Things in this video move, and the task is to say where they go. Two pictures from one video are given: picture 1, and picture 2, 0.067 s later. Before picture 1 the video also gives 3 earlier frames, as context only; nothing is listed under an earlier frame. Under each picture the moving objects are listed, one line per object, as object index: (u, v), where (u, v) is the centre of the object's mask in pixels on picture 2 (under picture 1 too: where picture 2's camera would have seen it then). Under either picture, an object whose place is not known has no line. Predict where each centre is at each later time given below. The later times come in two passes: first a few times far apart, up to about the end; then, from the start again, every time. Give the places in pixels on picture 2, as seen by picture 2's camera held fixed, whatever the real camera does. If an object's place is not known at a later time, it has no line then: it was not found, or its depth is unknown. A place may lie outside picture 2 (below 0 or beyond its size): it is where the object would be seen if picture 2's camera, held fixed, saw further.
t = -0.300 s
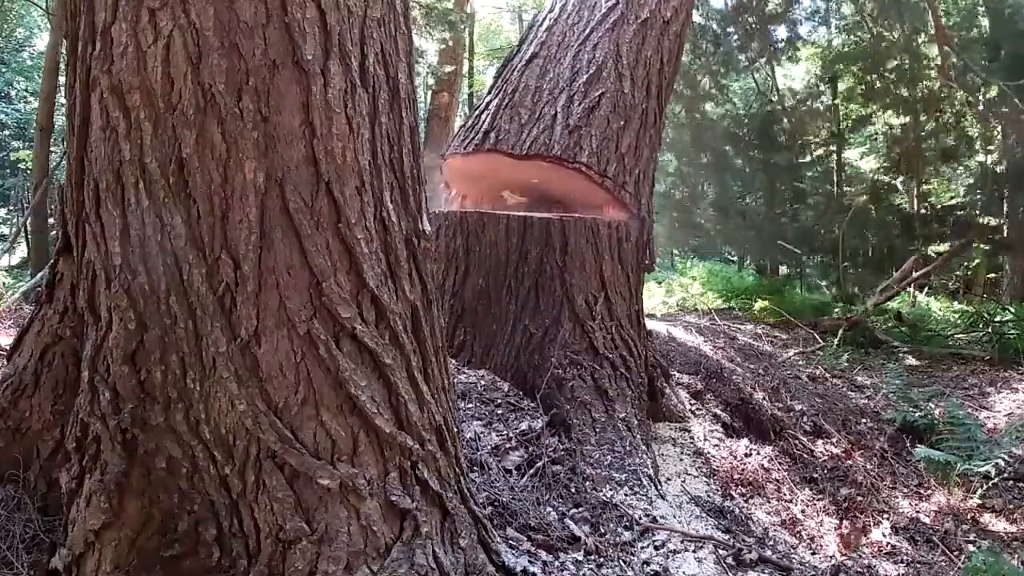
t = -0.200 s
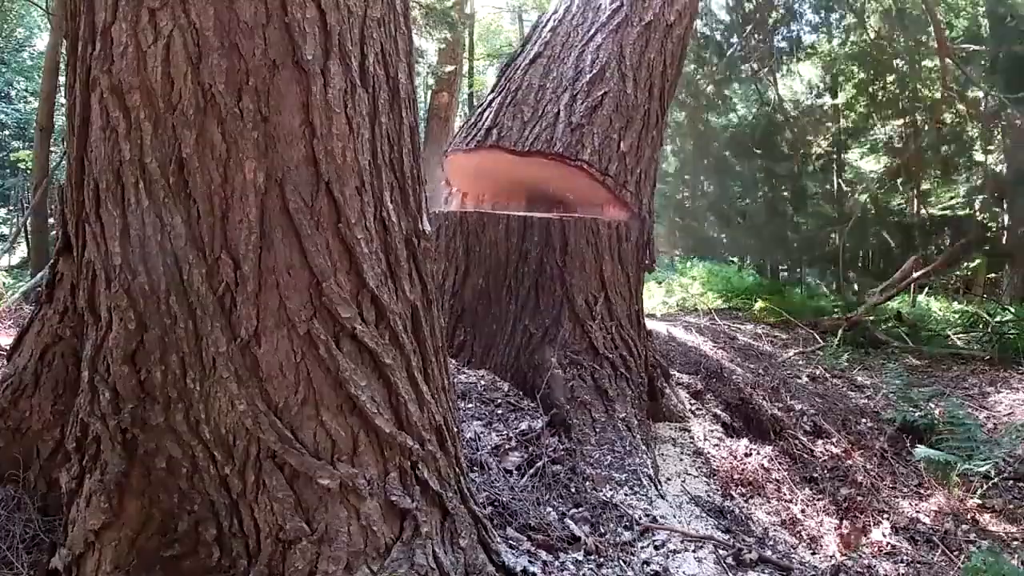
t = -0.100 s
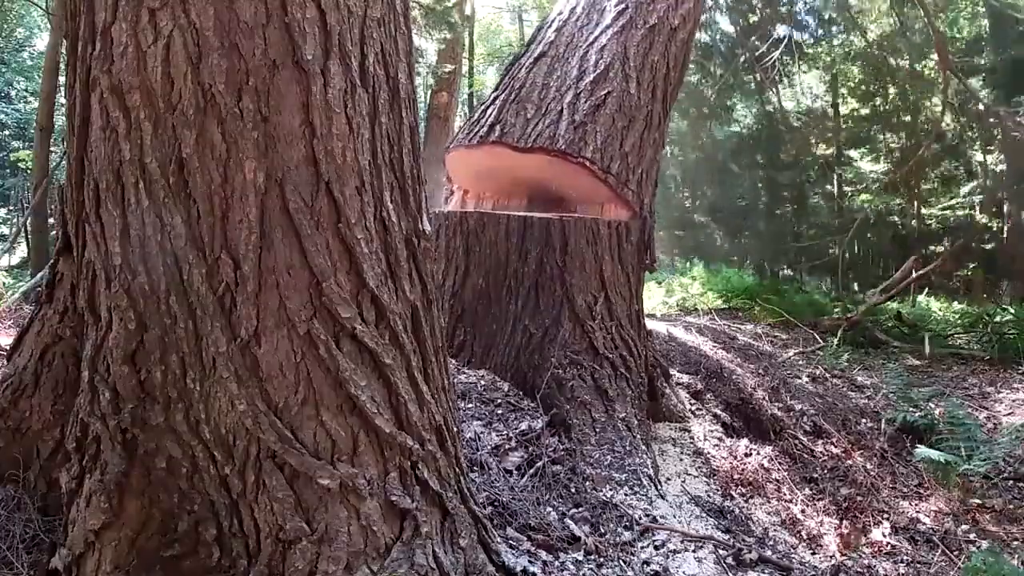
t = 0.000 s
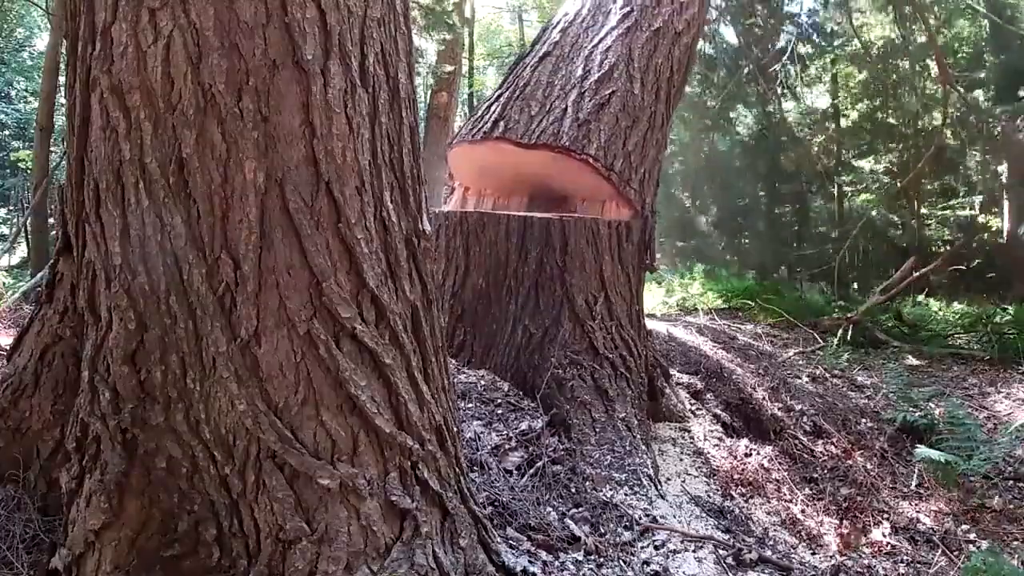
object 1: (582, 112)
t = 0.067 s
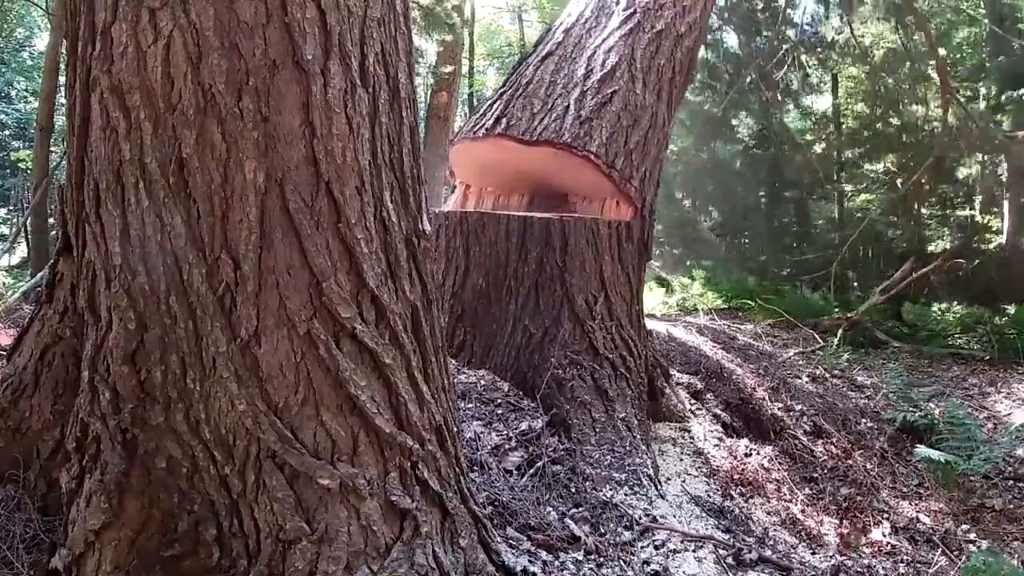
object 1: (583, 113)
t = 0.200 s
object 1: (587, 113)
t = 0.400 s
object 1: (592, 113)
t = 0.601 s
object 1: (597, 117)
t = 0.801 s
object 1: (611, 93)
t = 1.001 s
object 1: (624, 93)
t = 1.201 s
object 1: (635, 103)
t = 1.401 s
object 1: (663, 141)
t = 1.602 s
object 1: (716, 214)
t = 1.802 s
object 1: (723, 245)
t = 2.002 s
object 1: (727, 271)
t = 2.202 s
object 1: (736, 281)
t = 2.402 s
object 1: (742, 287)
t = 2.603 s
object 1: (749, 296)
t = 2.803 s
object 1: (748, 293)
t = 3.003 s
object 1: (741, 286)
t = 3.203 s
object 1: (733, 278)
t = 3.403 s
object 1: (730, 280)
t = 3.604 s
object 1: (727, 280)
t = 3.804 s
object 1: (729, 278)
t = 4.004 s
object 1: (736, 279)
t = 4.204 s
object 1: (752, 290)
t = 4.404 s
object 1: (755, 294)
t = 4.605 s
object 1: (748, 293)
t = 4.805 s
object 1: (739, 284)
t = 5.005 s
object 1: (731, 279)
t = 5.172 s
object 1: (725, 268)
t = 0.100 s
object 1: (584, 113)
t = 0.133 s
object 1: (585, 113)
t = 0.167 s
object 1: (586, 113)
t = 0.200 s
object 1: (587, 113)
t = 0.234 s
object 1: (587, 113)
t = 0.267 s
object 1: (588, 113)
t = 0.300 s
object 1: (589, 114)
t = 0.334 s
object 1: (590, 114)
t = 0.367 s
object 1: (591, 113)
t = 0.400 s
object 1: (592, 113)
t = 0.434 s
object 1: (593, 114)
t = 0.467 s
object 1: (594, 115)
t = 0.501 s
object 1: (594, 116)
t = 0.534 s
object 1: (597, 116)
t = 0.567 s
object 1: (597, 116)
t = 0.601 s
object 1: (597, 117)
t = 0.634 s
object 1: (608, 95)
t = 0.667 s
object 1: (610, 102)
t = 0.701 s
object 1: (611, 99)
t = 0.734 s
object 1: (610, 93)
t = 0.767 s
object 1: (611, 94)
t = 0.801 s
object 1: (611, 93)
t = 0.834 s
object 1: (613, 93)
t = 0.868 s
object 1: (616, 92)
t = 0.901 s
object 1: (618, 92)
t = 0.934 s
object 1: (621, 92)
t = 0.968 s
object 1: (622, 92)
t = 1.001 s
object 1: (624, 93)
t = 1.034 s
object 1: (626, 94)
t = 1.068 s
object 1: (627, 96)
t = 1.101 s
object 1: (629, 97)
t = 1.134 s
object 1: (632, 98)
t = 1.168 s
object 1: (631, 102)
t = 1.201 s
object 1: (635, 103)
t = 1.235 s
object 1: (638, 107)
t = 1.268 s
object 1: (642, 111)
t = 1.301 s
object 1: (646, 115)
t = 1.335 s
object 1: (650, 122)
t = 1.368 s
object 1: (655, 132)
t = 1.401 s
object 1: (663, 141)
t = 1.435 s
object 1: (665, 158)
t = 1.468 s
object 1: (706, 162)
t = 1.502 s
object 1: (710, 176)
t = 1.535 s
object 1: (711, 190)
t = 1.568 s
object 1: (714, 202)
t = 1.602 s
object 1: (716, 214)
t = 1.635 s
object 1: (720, 218)
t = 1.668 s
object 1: (721, 226)
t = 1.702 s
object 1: (722, 232)
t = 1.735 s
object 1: (724, 235)
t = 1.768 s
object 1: (724, 239)
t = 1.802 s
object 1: (723, 245)
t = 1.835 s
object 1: (722, 251)
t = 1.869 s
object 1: (722, 255)
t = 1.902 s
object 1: (723, 259)
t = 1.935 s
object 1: (723, 264)
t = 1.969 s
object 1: (726, 267)
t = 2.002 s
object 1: (727, 271)
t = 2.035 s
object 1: (730, 273)
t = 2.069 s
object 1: (733, 275)
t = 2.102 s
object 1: (735, 276)
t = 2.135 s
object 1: (734, 279)
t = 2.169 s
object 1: (733, 281)
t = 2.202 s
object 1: (736, 281)
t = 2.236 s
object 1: (739, 281)
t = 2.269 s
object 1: (737, 285)
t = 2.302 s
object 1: (741, 284)
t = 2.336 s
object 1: (744, 283)
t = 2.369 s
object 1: (742, 286)
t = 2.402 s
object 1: (742, 287)
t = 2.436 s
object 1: (744, 288)
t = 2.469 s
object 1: (746, 289)
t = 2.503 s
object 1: (743, 292)
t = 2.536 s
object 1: (744, 293)
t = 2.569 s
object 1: (746, 294)
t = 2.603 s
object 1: (749, 296)
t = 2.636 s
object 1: (751, 296)
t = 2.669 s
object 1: (751, 296)
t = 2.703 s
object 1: (752, 296)
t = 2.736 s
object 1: (751, 296)
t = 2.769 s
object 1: (752, 295)
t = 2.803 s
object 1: (748, 293)
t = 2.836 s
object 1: (745, 292)
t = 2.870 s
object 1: (743, 291)
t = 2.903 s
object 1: (744, 291)
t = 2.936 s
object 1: (746, 290)
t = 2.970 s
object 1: (750, 287)
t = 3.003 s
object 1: (741, 286)
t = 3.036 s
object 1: (735, 284)
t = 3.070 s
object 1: (734, 282)
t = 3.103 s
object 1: (733, 280)
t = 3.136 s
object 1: (731, 279)
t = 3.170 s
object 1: (734, 279)
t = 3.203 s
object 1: (733, 278)
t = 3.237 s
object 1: (731, 278)
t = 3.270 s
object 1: (732, 278)
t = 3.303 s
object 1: (728, 278)
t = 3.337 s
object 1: (731, 279)
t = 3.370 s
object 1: (729, 279)
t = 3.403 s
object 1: (730, 280)
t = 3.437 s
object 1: (730, 281)
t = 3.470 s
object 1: (729, 281)
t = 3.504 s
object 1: (729, 281)
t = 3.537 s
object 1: (728, 280)
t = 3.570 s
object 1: (727, 280)
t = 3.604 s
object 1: (727, 280)
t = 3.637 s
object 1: (728, 281)
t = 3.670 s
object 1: (728, 281)
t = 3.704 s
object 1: (727, 281)
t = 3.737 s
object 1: (727, 279)
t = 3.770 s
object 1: (726, 278)
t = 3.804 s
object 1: (729, 278)
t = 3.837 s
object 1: (728, 278)
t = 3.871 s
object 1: (729, 278)
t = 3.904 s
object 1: (729, 277)
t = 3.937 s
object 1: (732, 278)
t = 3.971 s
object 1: (733, 278)
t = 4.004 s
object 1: (736, 279)
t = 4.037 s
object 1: (739, 281)
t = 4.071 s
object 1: (740, 283)
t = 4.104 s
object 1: (744, 285)
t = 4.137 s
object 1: (744, 286)
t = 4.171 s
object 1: (749, 288)
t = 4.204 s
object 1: (752, 290)
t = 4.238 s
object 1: (756, 290)
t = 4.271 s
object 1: (760, 290)
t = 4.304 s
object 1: (750, 293)
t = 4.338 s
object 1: (764, 292)
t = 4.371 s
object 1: (752, 293)
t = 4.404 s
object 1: (755, 294)
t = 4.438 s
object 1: (755, 294)
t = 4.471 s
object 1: (754, 294)
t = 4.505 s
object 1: (753, 295)
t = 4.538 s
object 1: (760, 296)
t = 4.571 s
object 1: (749, 294)
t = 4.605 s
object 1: (748, 293)
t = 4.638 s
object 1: (745, 292)
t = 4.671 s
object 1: (744, 291)
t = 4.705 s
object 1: (742, 289)
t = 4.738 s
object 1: (742, 287)
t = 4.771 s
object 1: (740, 287)
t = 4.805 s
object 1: (739, 284)
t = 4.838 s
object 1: (738, 284)
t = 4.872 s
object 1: (738, 282)
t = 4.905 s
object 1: (737, 281)
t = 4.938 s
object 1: (735, 280)
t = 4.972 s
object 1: (733, 279)
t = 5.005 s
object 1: (731, 279)
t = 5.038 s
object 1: (731, 277)
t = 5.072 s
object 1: (731, 276)
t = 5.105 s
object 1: (732, 272)
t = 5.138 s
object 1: (729, 270)
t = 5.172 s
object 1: (725, 268)
